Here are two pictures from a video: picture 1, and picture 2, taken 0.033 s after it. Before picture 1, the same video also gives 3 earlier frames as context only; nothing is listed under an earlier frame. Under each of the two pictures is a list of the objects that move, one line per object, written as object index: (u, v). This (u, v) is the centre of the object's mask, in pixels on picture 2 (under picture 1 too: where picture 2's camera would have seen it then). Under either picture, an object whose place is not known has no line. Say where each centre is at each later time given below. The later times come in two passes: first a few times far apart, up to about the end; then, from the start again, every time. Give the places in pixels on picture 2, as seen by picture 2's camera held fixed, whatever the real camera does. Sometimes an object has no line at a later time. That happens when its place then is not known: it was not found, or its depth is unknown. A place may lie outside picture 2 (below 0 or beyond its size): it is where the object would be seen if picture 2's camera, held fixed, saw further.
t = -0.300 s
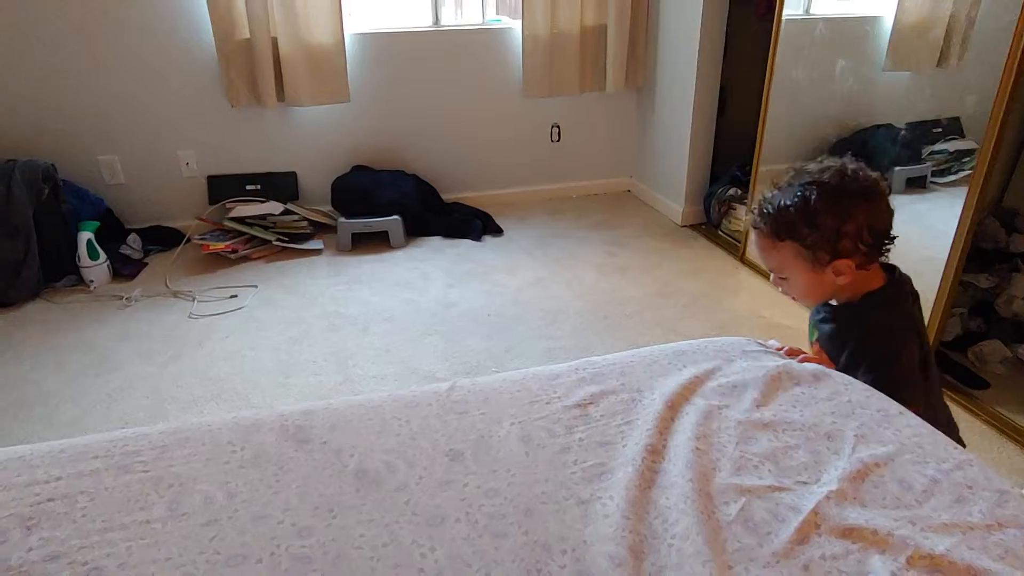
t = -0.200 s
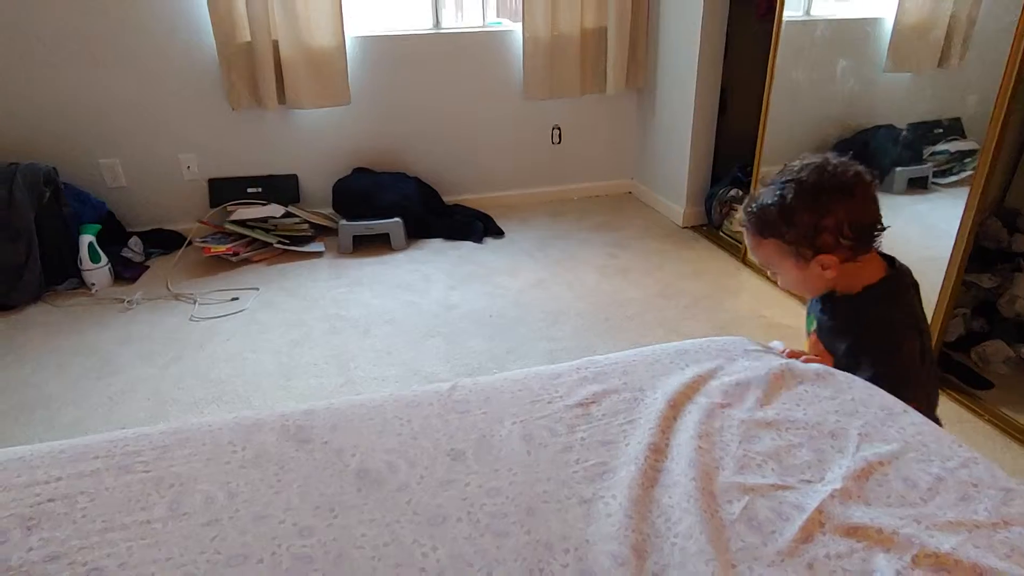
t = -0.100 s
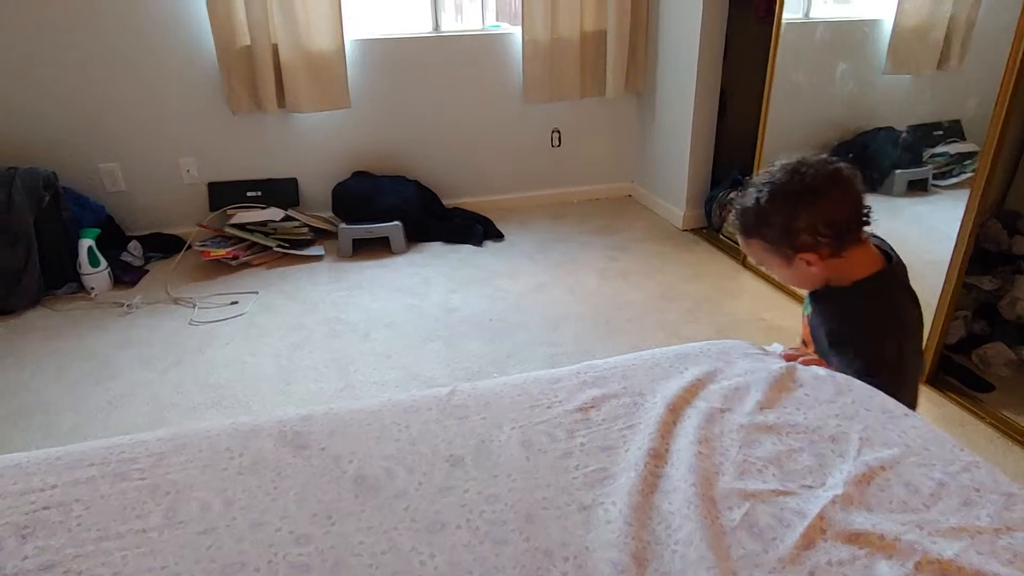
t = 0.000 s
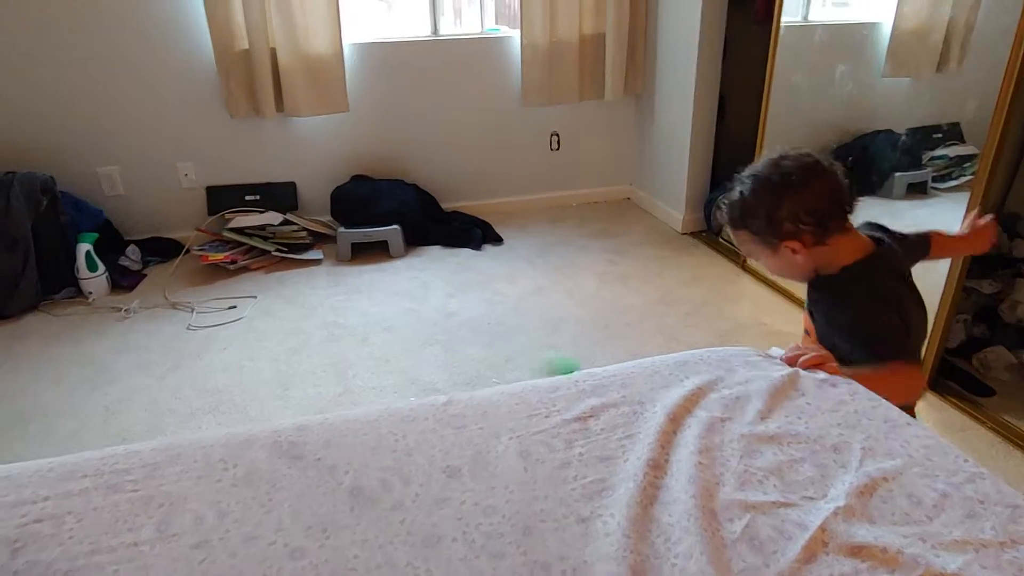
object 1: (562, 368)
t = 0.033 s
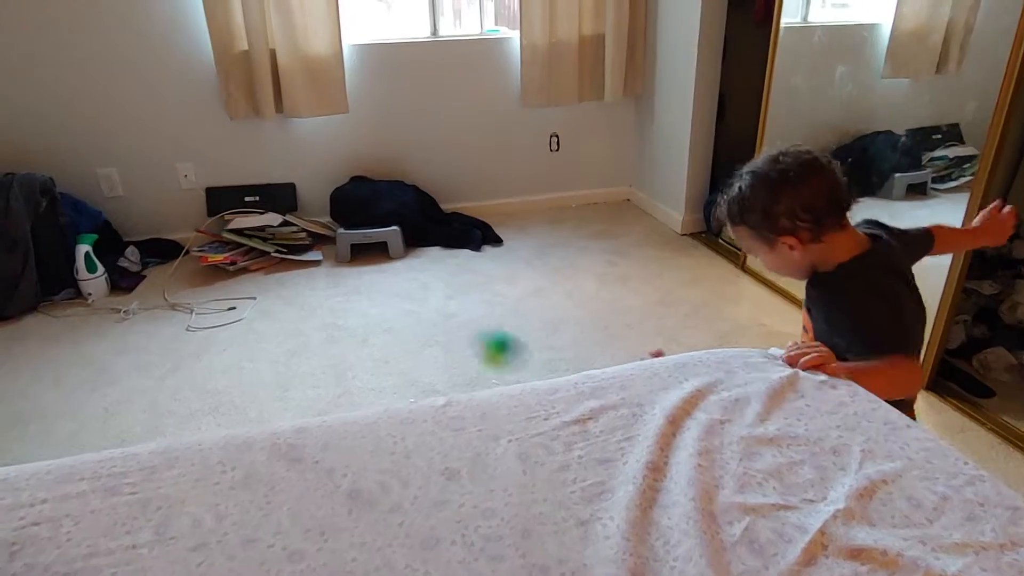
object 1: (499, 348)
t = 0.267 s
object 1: (245, 248)
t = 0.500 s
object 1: (285, 129)
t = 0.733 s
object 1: (377, 143)
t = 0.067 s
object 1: (441, 324)
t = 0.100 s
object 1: (391, 303)
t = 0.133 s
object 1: (346, 289)
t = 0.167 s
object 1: (310, 278)
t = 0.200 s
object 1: (277, 271)
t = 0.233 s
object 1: (249, 269)
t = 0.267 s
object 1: (245, 248)
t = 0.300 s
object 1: (248, 227)
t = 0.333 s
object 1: (252, 205)
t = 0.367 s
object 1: (257, 188)
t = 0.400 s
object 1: (262, 170)
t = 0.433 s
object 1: (269, 154)
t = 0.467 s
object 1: (277, 140)
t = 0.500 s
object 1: (285, 129)
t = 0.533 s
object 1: (294, 122)
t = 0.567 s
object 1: (306, 116)
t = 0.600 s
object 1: (317, 113)
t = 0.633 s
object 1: (330, 115)
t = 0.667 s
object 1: (344, 122)
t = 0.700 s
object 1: (360, 131)
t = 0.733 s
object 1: (377, 143)
